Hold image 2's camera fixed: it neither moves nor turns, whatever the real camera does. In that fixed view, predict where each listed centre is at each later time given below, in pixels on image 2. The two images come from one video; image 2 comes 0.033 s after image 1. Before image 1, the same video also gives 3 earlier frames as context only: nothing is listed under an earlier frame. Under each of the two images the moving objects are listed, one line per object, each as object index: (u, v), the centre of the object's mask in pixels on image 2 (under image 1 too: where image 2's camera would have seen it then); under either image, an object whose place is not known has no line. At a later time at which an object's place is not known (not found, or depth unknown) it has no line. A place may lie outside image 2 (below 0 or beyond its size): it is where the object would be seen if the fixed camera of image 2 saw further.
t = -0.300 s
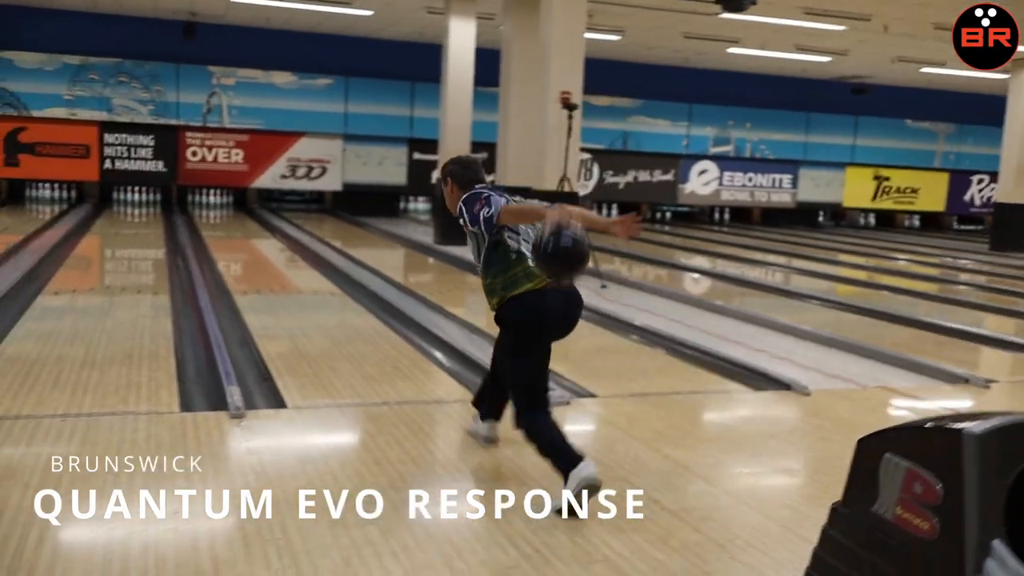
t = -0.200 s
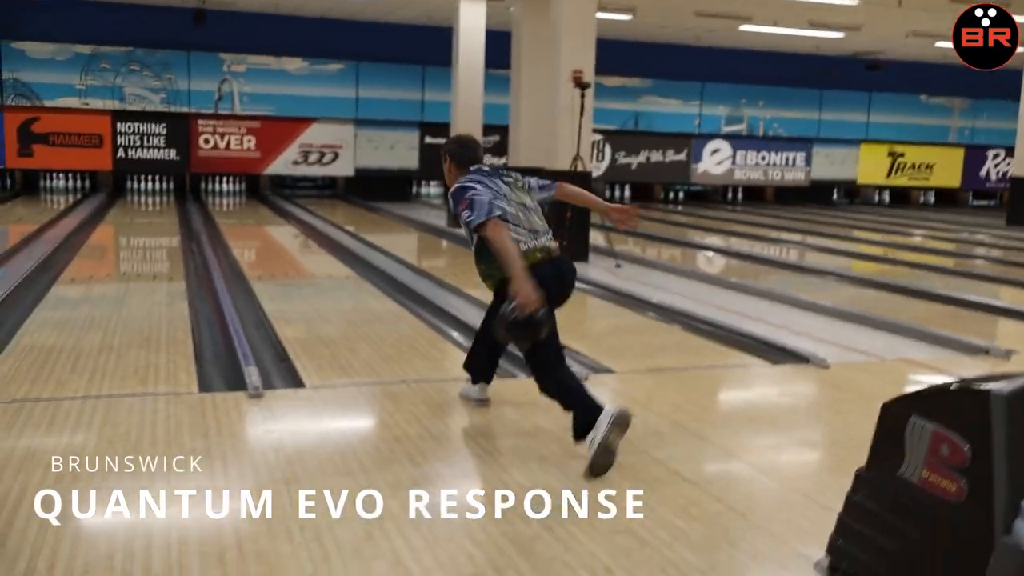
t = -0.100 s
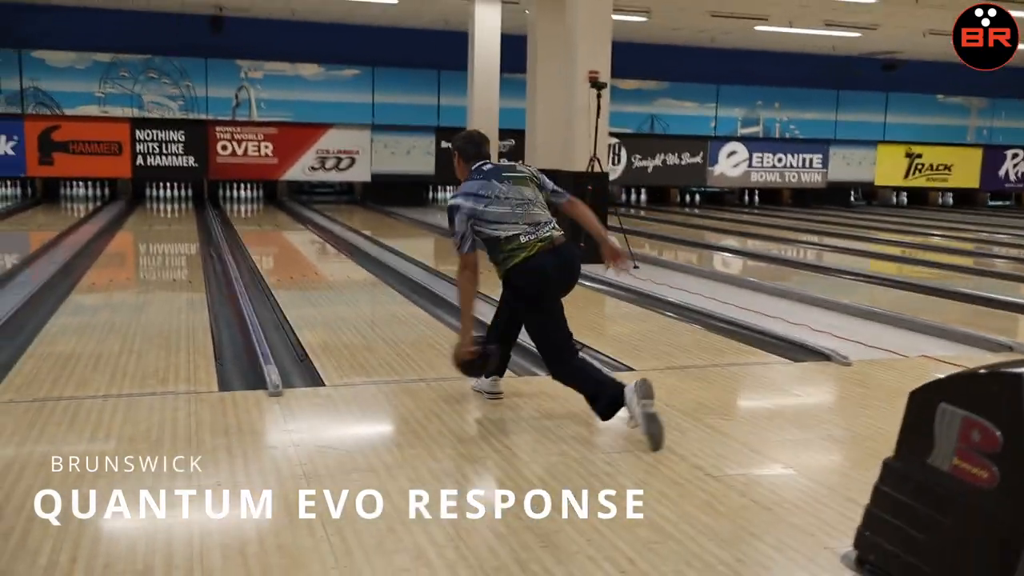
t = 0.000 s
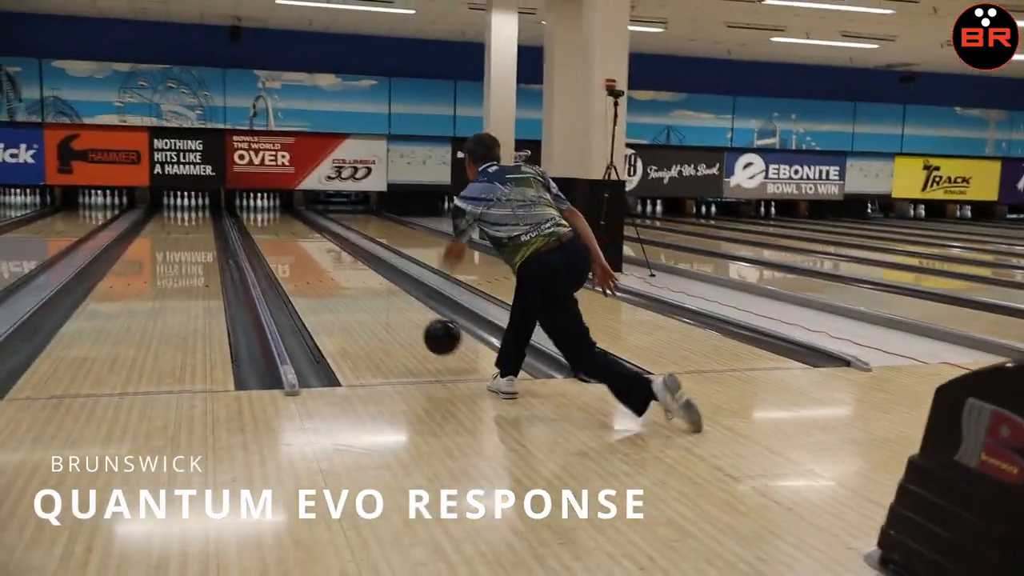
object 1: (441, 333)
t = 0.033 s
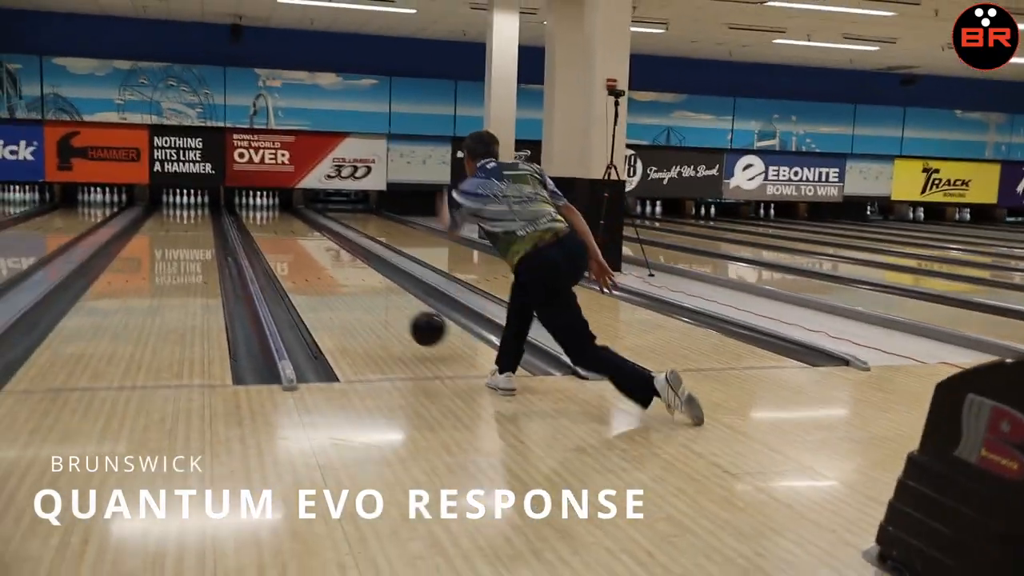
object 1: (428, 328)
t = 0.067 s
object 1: (417, 326)
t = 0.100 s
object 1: (406, 326)
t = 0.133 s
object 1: (397, 318)
